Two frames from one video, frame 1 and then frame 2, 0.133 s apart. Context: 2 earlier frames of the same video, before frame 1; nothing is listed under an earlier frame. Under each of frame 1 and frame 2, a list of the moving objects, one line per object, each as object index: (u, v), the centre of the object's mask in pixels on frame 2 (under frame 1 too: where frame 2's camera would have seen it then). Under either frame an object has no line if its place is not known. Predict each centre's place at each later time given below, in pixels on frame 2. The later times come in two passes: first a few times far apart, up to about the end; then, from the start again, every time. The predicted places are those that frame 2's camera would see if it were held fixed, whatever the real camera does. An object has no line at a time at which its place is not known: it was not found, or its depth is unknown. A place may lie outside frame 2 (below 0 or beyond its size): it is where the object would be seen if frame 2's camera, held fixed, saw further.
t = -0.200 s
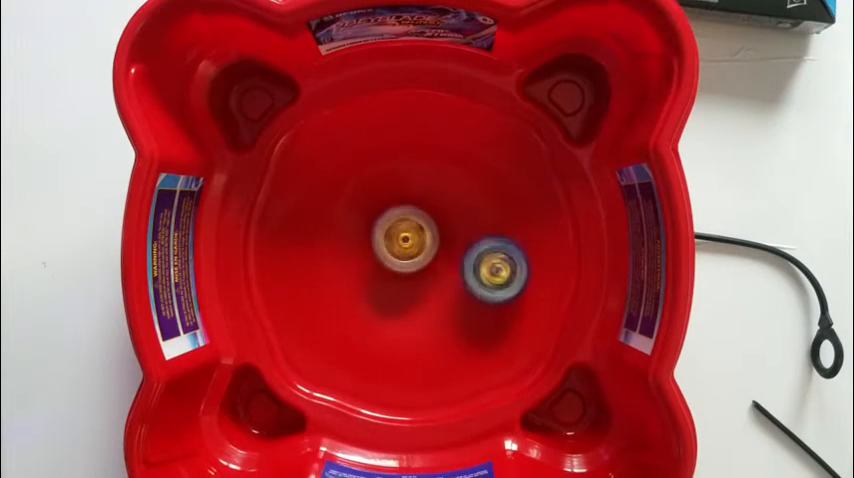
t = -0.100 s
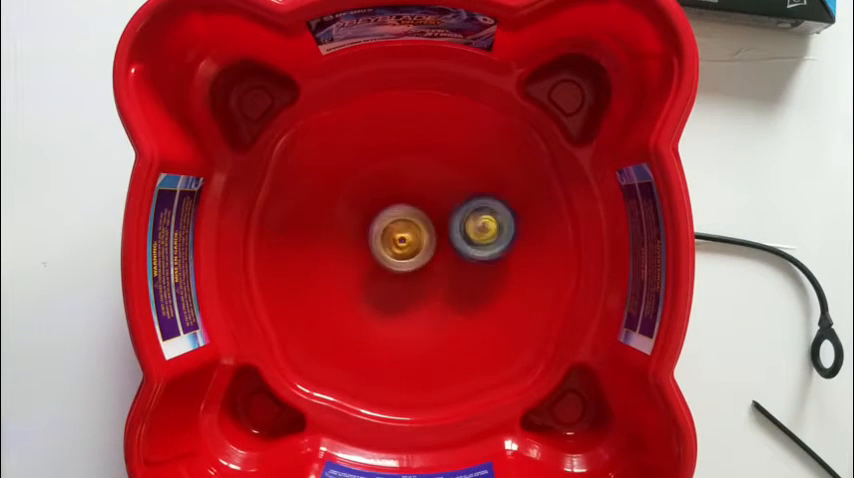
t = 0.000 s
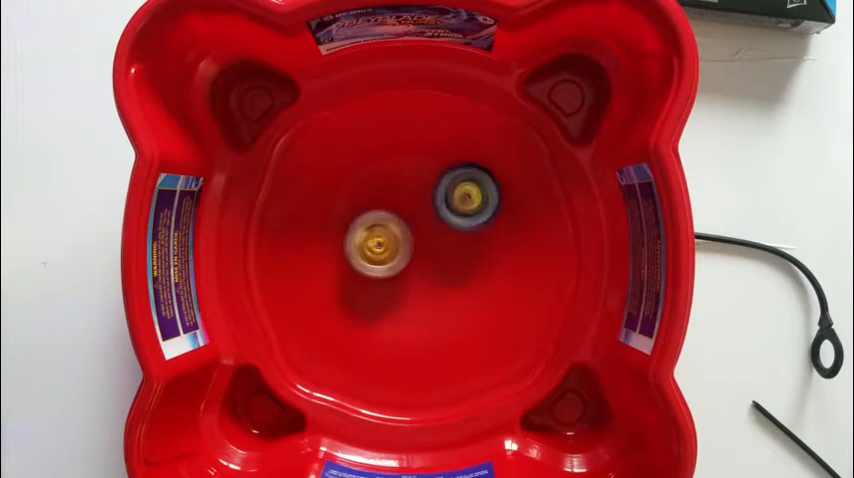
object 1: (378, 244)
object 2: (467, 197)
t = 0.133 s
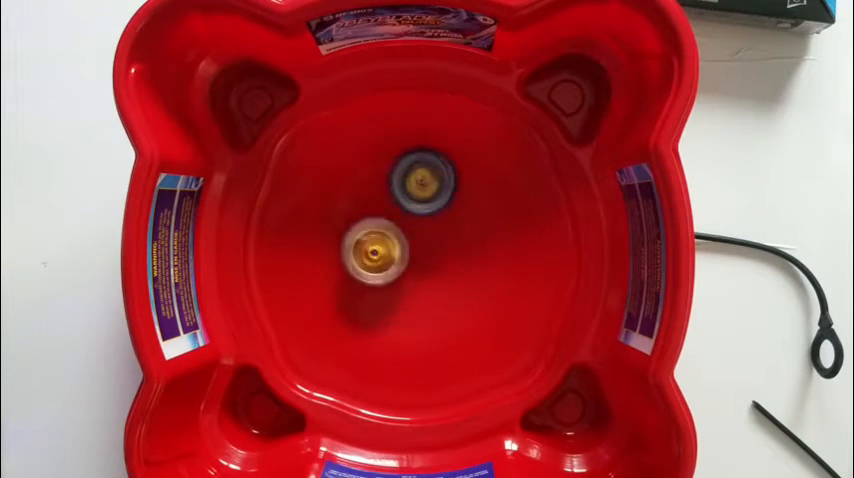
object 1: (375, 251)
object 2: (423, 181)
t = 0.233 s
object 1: (361, 286)
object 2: (401, 189)
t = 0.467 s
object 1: (337, 352)
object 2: (424, 252)
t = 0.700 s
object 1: (311, 354)
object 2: (483, 217)
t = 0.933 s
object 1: (339, 284)
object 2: (462, 219)
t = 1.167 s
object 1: (333, 223)
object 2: (449, 284)
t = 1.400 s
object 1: (363, 185)
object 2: (475, 321)
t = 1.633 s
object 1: (421, 209)
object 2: (460, 332)
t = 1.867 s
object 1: (447, 202)
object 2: (395, 350)
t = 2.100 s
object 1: (415, 212)
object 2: (335, 357)
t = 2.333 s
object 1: (395, 262)
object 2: (289, 318)
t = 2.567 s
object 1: (415, 271)
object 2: (283, 259)
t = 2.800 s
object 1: (414, 265)
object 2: (324, 214)
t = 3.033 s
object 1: (427, 298)
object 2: (381, 191)
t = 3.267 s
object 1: (424, 304)
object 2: (427, 219)
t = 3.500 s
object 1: (380, 298)
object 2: (454, 246)
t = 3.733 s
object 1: (392, 241)
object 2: (435, 285)
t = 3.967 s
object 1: (410, 230)
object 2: (398, 288)
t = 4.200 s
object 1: (421, 227)
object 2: (375, 262)
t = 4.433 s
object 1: (428, 237)
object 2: (368, 241)
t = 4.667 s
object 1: (437, 256)
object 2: (383, 233)
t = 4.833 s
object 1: (438, 263)
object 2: (391, 231)
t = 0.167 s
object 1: (376, 254)
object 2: (409, 186)
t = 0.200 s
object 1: (368, 270)
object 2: (404, 187)
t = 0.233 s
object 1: (361, 286)
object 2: (401, 189)
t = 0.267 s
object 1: (359, 299)
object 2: (396, 196)
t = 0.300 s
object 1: (360, 308)
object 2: (391, 206)
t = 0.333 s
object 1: (361, 314)
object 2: (388, 220)
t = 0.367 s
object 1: (364, 317)
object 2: (388, 234)
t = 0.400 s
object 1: (366, 318)
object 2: (390, 249)
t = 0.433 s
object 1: (354, 329)
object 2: (403, 255)
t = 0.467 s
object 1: (337, 352)
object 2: (424, 252)
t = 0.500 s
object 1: (322, 374)
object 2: (440, 250)
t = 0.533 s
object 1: (308, 390)
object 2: (451, 245)
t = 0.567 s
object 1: (306, 388)
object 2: (460, 240)
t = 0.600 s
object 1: (304, 382)
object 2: (467, 234)
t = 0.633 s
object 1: (306, 372)
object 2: (474, 227)
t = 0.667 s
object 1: (307, 363)
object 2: (479, 222)
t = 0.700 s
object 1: (311, 354)
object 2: (483, 217)
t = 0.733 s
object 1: (315, 342)
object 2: (486, 214)
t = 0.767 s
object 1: (320, 332)
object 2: (487, 210)
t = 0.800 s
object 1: (324, 323)
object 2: (485, 210)
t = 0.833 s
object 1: (328, 313)
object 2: (482, 211)
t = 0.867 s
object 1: (331, 303)
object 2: (477, 212)
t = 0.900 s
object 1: (336, 293)
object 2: (471, 215)
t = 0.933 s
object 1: (339, 284)
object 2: (462, 219)
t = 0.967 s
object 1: (344, 276)
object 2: (451, 225)
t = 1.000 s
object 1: (348, 267)
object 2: (440, 231)
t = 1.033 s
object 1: (355, 259)
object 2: (429, 240)
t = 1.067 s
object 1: (349, 250)
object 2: (430, 252)
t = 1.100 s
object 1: (339, 240)
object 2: (438, 266)
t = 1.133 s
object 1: (334, 232)
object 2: (445, 277)
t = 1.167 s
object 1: (333, 223)
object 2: (449, 284)
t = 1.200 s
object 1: (333, 215)
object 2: (455, 290)
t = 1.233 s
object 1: (335, 208)
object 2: (460, 296)
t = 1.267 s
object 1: (338, 202)
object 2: (465, 301)
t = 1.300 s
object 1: (344, 196)
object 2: (468, 306)
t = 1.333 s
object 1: (349, 192)
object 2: (472, 311)
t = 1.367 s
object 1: (355, 187)
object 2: (474, 316)
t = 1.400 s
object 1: (363, 185)
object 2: (475, 321)
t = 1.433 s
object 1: (371, 183)
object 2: (476, 326)
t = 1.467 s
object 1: (380, 184)
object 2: (475, 330)
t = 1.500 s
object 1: (389, 186)
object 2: (473, 332)
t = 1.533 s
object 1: (398, 189)
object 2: (470, 334)
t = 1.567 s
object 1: (405, 194)
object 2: (467, 334)
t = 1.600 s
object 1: (413, 200)
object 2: (464, 333)
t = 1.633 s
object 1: (421, 209)
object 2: (460, 332)
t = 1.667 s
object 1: (426, 217)
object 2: (454, 327)
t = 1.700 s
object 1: (431, 228)
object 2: (448, 321)
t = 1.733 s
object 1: (434, 239)
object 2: (441, 314)
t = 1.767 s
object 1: (439, 233)
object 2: (426, 324)
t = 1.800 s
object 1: (444, 220)
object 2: (412, 337)
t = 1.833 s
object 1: (446, 212)
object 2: (402, 345)
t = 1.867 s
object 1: (447, 202)
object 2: (395, 350)
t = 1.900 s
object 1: (445, 199)
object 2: (388, 354)
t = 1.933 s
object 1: (443, 195)
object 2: (380, 357)
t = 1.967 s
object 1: (439, 194)
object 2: (371, 360)
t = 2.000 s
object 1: (434, 196)
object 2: (363, 361)
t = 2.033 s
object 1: (428, 200)
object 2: (353, 361)
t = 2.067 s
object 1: (422, 205)
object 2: (345, 360)
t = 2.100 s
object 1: (415, 212)
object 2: (335, 357)
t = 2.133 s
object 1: (409, 220)
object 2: (328, 355)
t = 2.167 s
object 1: (405, 228)
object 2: (319, 350)
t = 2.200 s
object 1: (399, 237)
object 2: (312, 346)
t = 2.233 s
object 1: (396, 245)
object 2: (305, 339)
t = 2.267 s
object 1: (395, 253)
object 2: (298, 334)
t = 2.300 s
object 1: (394, 258)
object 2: (294, 326)
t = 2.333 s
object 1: (395, 262)
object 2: (289, 318)
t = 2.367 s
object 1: (398, 265)
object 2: (286, 311)
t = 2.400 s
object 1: (400, 266)
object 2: (282, 302)
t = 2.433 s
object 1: (404, 265)
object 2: (281, 294)
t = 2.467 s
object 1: (408, 268)
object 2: (279, 284)
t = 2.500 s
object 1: (410, 269)
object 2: (280, 277)
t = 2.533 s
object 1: (413, 269)
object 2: (281, 267)
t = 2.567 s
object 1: (415, 271)
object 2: (283, 259)
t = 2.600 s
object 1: (415, 272)
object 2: (286, 250)
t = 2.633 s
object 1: (416, 272)
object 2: (290, 243)
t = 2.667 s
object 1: (417, 272)
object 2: (296, 235)
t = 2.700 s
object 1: (416, 272)
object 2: (300, 229)
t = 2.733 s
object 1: (414, 270)
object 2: (309, 223)
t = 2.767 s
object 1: (414, 268)
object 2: (315, 217)
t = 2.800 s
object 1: (414, 265)
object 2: (324, 214)
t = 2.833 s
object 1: (414, 265)
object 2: (332, 210)
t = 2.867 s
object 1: (414, 265)
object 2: (342, 209)
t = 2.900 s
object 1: (412, 263)
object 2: (351, 208)
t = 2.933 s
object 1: (413, 260)
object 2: (361, 210)
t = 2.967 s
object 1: (416, 274)
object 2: (366, 202)
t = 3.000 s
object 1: (421, 287)
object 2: (372, 194)
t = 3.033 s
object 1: (427, 298)
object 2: (381, 191)
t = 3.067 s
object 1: (432, 310)
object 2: (389, 192)
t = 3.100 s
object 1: (431, 317)
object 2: (398, 194)
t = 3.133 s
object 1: (429, 317)
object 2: (404, 197)
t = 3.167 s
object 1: (431, 315)
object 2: (412, 202)
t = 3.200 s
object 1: (432, 314)
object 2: (417, 206)
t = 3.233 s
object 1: (428, 311)
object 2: (423, 213)
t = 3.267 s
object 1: (424, 304)
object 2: (427, 219)
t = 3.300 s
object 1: (422, 295)
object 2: (431, 226)
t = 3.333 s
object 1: (412, 300)
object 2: (439, 223)
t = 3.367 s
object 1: (406, 302)
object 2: (446, 223)
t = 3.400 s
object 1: (399, 306)
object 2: (450, 227)
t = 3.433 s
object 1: (391, 305)
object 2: (453, 233)
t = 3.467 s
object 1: (385, 303)
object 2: (454, 241)
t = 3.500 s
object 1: (380, 298)
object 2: (454, 246)
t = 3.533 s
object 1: (377, 290)
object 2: (454, 253)
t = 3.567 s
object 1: (376, 282)
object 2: (452, 259)
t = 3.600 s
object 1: (379, 272)
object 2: (451, 266)
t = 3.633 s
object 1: (383, 262)
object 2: (447, 271)
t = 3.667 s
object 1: (385, 253)
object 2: (444, 277)
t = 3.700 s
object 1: (388, 246)
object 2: (441, 281)
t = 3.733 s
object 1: (392, 241)
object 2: (435, 285)
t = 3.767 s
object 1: (396, 237)
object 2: (429, 287)
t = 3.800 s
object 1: (399, 235)
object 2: (424, 288)
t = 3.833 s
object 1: (403, 233)
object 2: (418, 290)
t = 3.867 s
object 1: (406, 232)
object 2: (413, 291)
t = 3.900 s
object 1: (408, 231)
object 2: (407, 290)
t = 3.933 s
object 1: (409, 230)
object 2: (401, 289)
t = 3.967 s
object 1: (410, 230)
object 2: (398, 288)
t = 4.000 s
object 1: (412, 229)
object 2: (393, 286)
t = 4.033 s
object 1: (413, 228)
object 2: (389, 283)
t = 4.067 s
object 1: (414, 226)
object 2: (386, 279)
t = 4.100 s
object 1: (415, 226)
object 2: (384, 276)
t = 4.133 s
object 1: (417, 226)
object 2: (381, 272)
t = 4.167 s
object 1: (419, 226)
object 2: (378, 267)
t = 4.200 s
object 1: (421, 227)
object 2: (375, 262)
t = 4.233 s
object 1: (421, 228)
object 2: (372, 257)
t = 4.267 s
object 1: (423, 229)
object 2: (370, 253)
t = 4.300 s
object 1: (425, 231)
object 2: (369, 248)
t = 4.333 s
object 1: (425, 232)
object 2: (368, 245)
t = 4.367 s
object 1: (425, 234)
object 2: (367, 244)
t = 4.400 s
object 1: (426, 236)
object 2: (368, 243)
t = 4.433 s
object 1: (428, 237)
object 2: (368, 241)
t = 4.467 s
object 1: (430, 240)
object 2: (369, 241)
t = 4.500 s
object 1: (430, 242)
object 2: (370, 241)
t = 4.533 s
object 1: (432, 244)
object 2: (372, 238)
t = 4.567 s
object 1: (433, 246)
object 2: (374, 238)
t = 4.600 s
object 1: (436, 250)
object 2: (378, 235)
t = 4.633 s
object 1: (436, 253)
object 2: (380, 235)
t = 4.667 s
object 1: (437, 256)
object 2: (383, 233)
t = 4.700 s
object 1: (438, 259)
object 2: (386, 232)
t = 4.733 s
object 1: (438, 260)
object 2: (386, 232)
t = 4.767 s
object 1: (438, 262)
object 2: (388, 230)
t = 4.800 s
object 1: (438, 263)
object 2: (391, 230)
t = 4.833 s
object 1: (438, 263)
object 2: (391, 231)
